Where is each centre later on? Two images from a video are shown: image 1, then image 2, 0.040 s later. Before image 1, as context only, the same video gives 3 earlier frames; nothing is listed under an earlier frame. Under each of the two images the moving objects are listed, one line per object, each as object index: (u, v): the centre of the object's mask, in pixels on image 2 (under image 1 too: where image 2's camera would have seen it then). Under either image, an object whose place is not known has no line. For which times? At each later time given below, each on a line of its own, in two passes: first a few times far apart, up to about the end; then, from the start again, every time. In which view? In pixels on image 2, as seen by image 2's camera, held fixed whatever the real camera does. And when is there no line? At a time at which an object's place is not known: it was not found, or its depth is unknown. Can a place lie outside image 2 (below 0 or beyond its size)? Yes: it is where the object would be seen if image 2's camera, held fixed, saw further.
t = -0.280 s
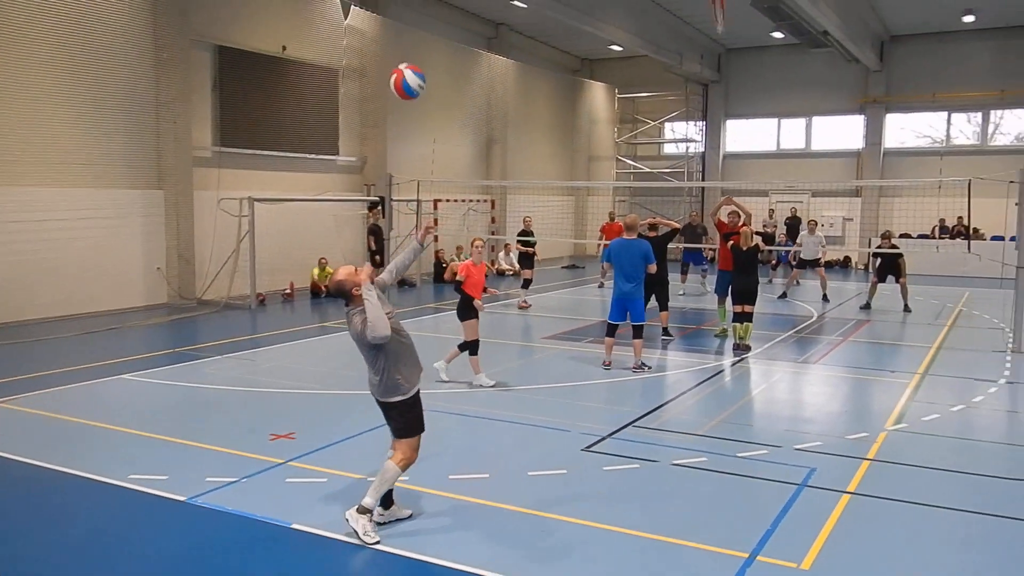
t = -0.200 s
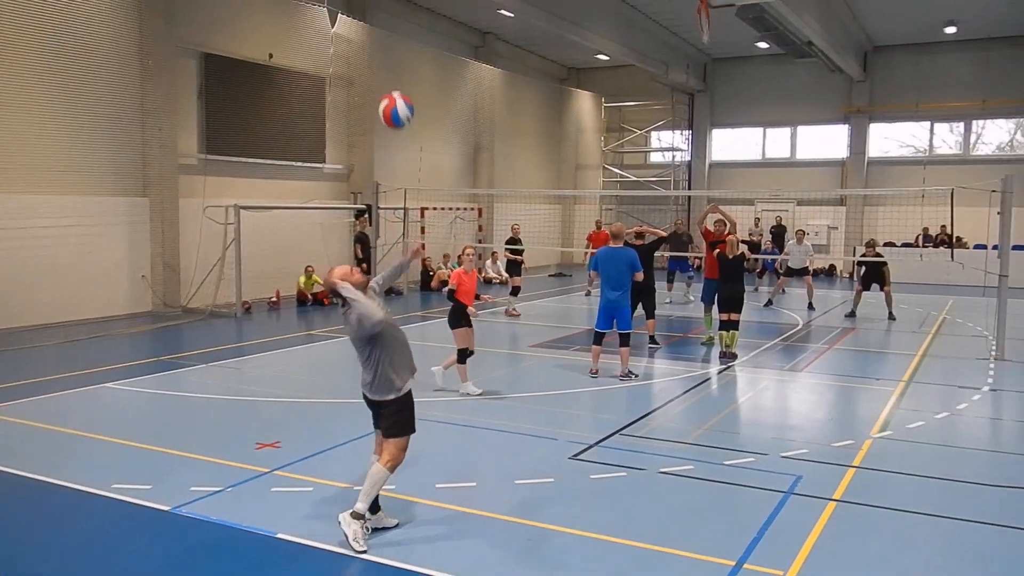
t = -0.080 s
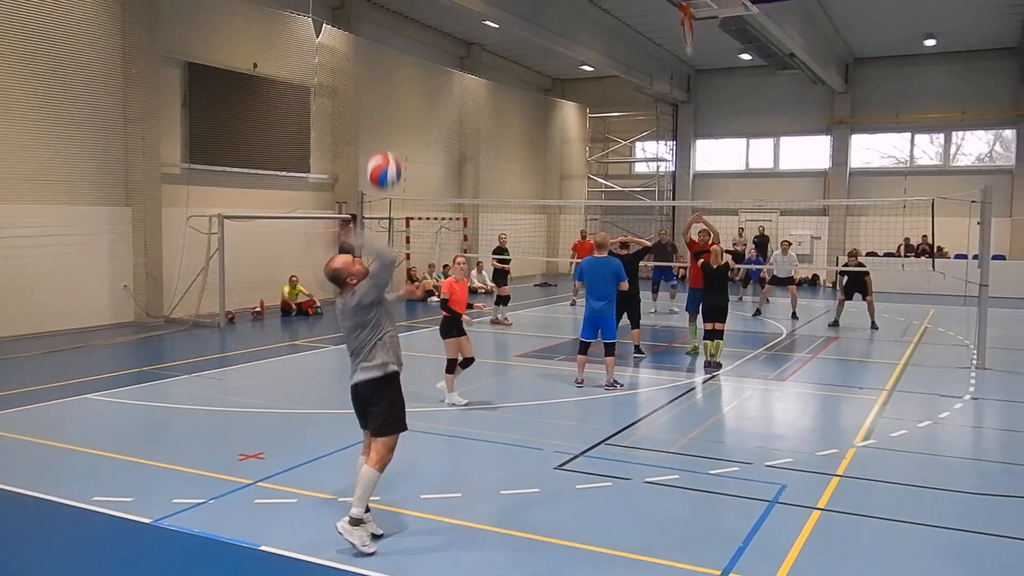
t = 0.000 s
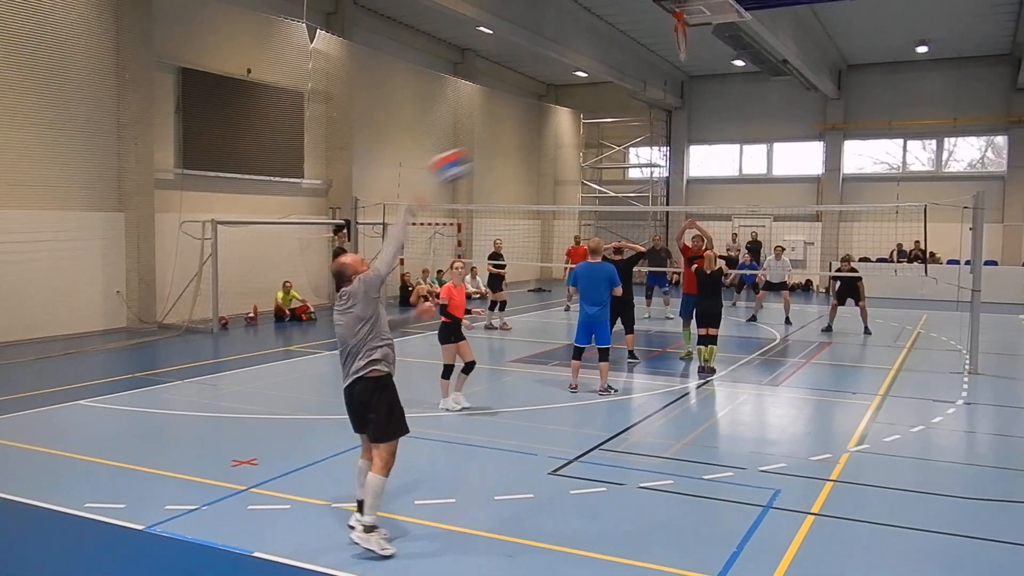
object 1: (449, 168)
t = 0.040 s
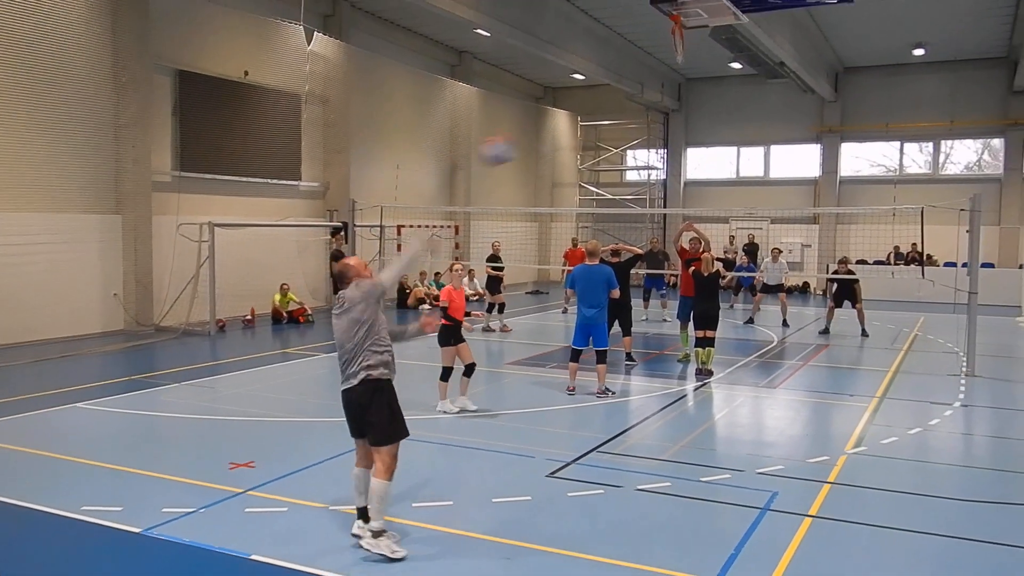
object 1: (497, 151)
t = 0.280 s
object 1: (693, 108)
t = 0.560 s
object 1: (812, 136)
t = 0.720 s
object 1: (853, 169)
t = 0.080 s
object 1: (541, 136)
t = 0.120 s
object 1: (582, 125)
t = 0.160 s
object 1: (615, 117)
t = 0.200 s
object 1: (643, 114)
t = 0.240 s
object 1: (669, 110)
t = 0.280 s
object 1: (693, 108)
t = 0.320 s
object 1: (715, 109)
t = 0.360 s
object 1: (734, 112)
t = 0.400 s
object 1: (752, 115)
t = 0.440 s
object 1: (769, 120)
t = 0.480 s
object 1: (783, 124)
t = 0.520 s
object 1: (799, 130)
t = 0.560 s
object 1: (812, 136)
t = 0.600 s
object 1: (823, 142)
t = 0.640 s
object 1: (835, 150)
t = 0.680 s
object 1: (844, 160)
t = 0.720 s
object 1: (853, 169)
